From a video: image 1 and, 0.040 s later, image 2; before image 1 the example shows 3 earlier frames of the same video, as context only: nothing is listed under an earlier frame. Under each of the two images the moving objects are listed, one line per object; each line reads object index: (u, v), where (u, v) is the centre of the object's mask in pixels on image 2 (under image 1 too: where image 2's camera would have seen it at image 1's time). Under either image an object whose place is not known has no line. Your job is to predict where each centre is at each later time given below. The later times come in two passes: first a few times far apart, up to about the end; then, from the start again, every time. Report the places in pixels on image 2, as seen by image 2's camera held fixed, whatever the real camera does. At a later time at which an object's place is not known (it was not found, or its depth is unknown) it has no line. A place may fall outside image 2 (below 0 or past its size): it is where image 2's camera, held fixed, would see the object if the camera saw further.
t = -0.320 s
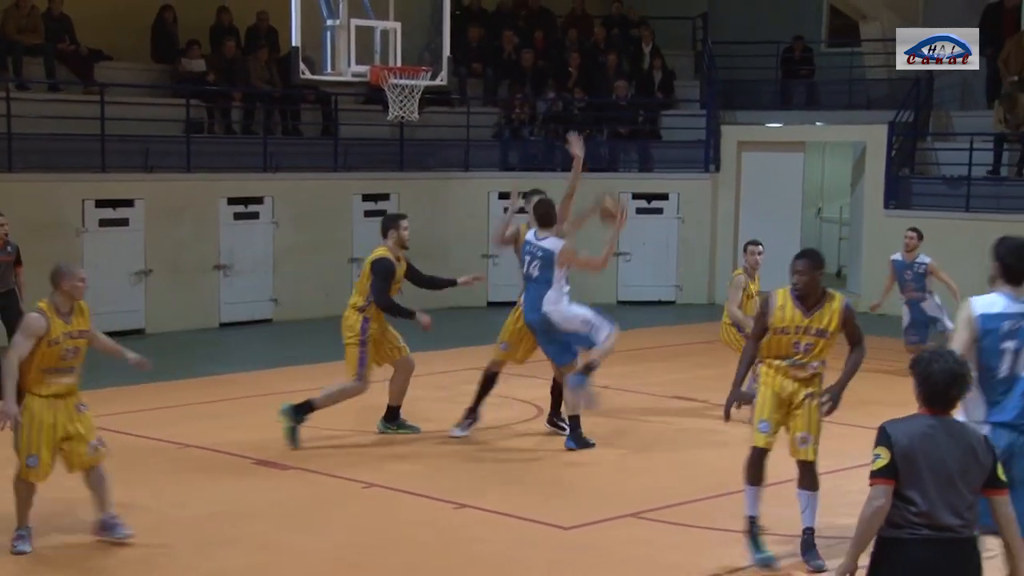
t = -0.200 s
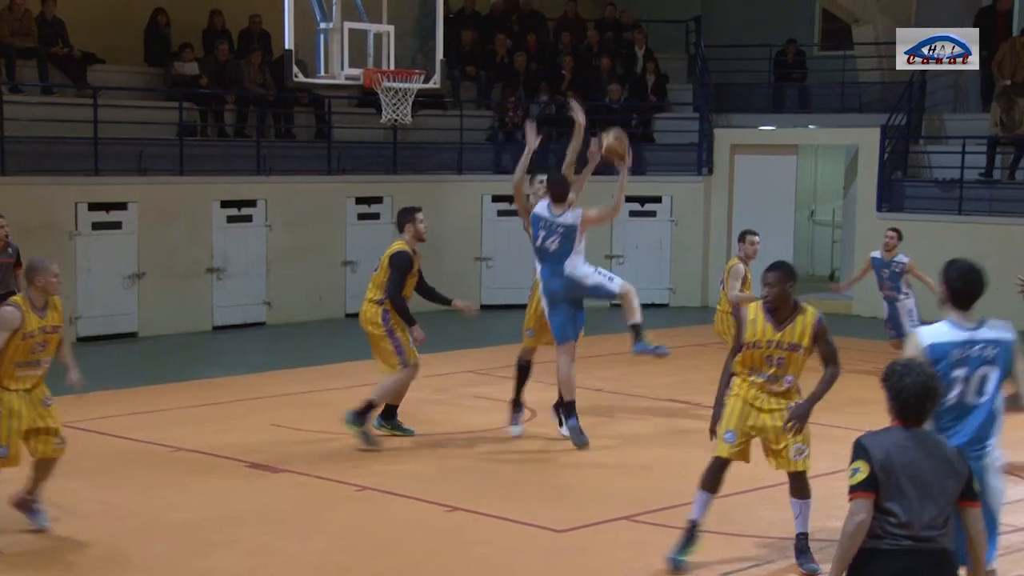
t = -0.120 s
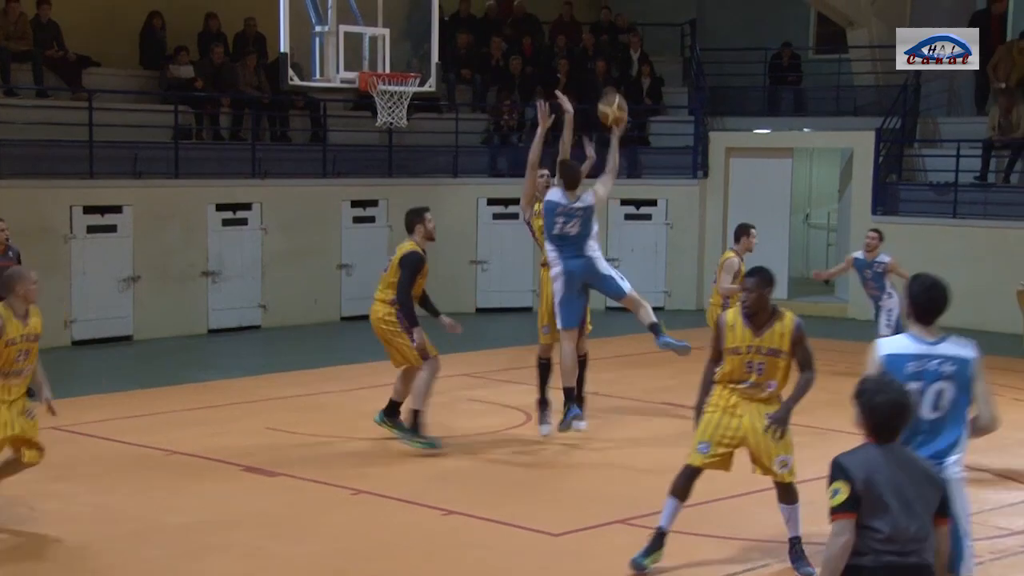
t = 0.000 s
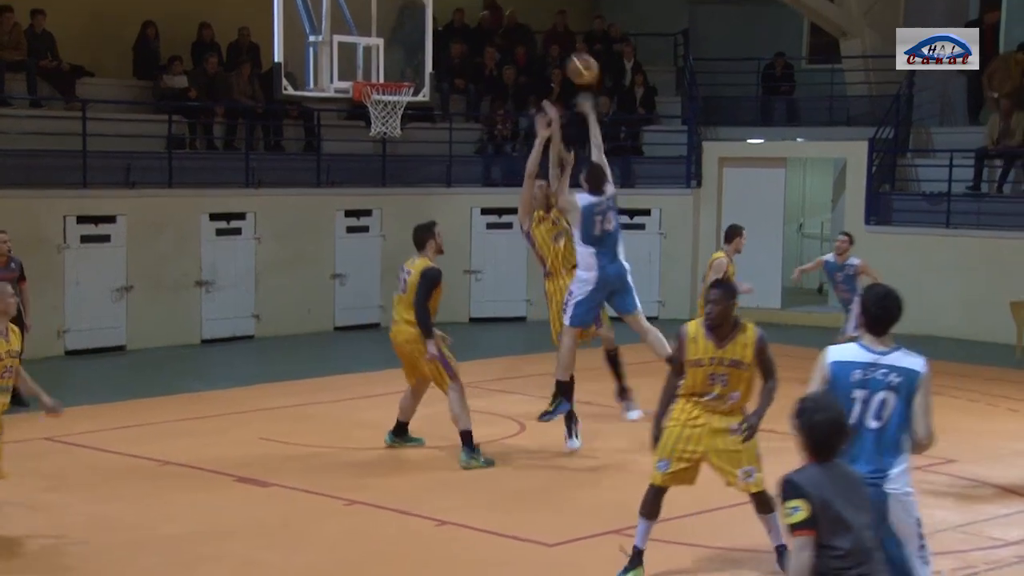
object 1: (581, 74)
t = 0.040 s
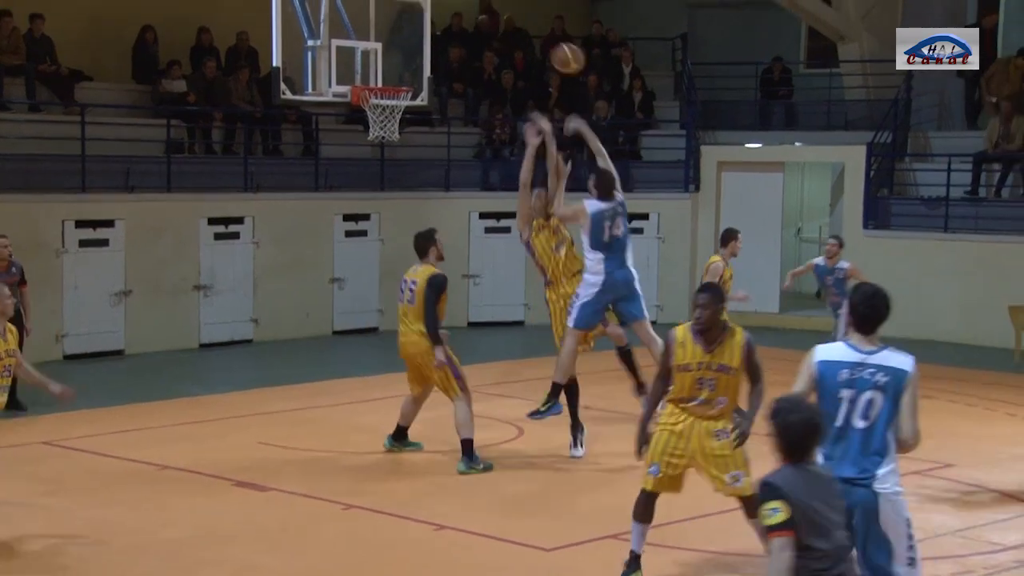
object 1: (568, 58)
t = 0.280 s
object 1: (492, 13)
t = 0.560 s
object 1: (407, 46)
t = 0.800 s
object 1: (336, 145)
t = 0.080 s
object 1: (555, 45)
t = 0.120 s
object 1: (542, 34)
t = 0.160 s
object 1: (530, 26)
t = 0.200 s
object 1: (517, 20)
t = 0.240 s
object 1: (504, 15)
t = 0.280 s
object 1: (492, 13)
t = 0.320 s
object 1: (480, 12)
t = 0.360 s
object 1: (468, 12)
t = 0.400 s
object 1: (455, 15)
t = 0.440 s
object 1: (444, 19)
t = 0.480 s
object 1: (432, 27)
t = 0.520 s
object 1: (418, 35)
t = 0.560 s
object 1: (407, 46)
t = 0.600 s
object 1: (396, 58)
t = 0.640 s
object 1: (385, 72)
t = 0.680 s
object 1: (371, 86)
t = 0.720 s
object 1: (358, 107)
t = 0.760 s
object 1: (347, 124)
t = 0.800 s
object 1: (336, 145)
